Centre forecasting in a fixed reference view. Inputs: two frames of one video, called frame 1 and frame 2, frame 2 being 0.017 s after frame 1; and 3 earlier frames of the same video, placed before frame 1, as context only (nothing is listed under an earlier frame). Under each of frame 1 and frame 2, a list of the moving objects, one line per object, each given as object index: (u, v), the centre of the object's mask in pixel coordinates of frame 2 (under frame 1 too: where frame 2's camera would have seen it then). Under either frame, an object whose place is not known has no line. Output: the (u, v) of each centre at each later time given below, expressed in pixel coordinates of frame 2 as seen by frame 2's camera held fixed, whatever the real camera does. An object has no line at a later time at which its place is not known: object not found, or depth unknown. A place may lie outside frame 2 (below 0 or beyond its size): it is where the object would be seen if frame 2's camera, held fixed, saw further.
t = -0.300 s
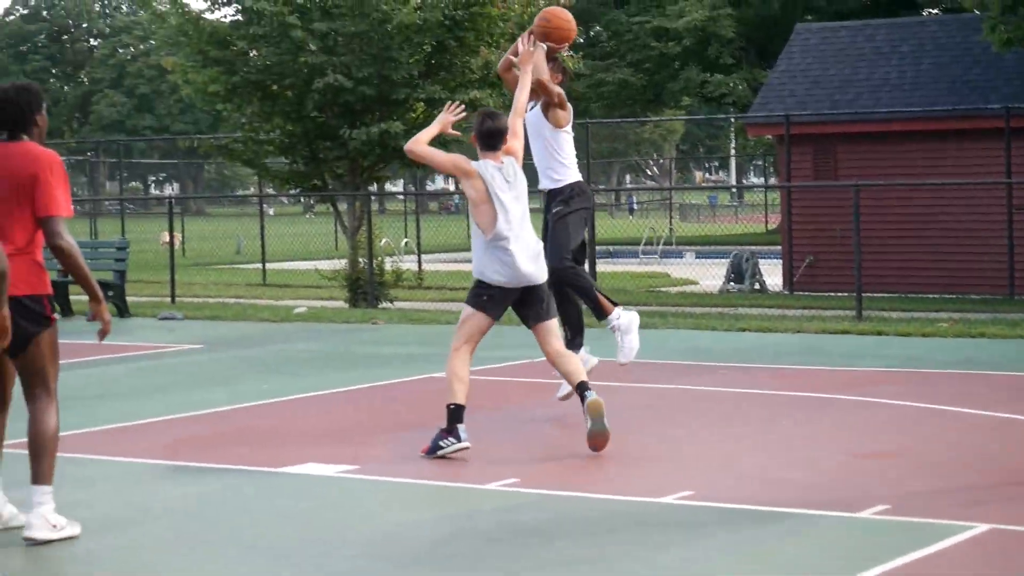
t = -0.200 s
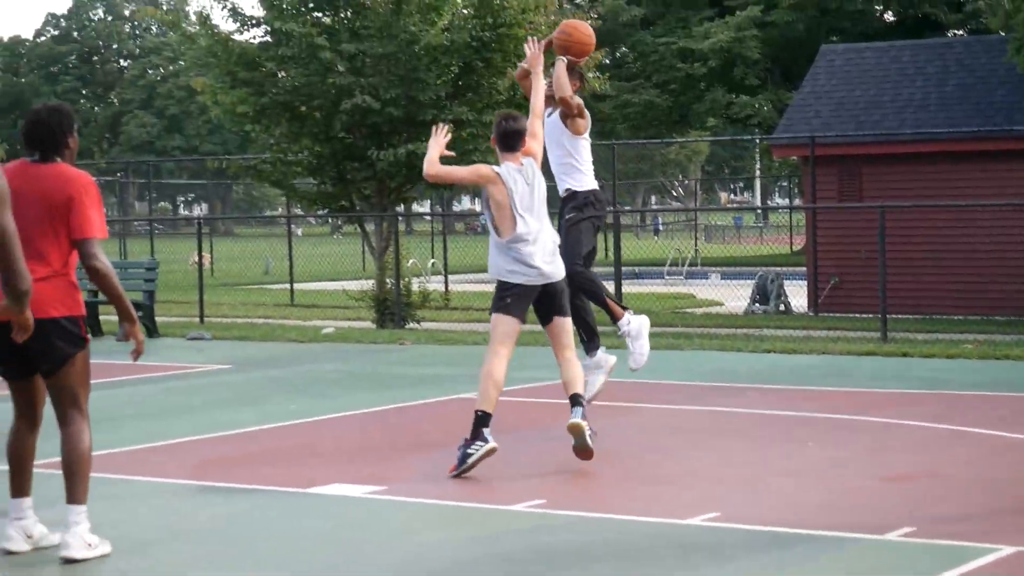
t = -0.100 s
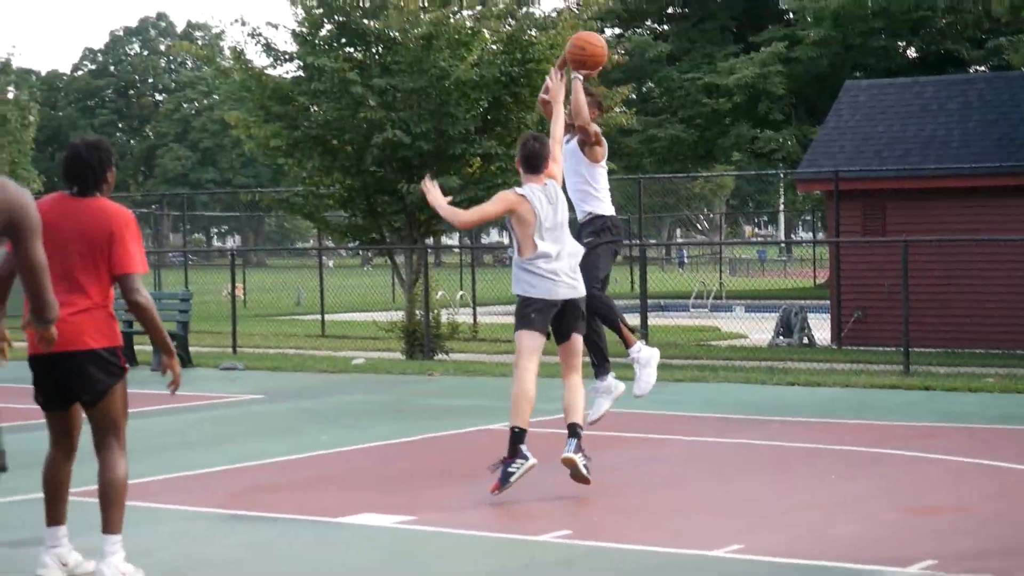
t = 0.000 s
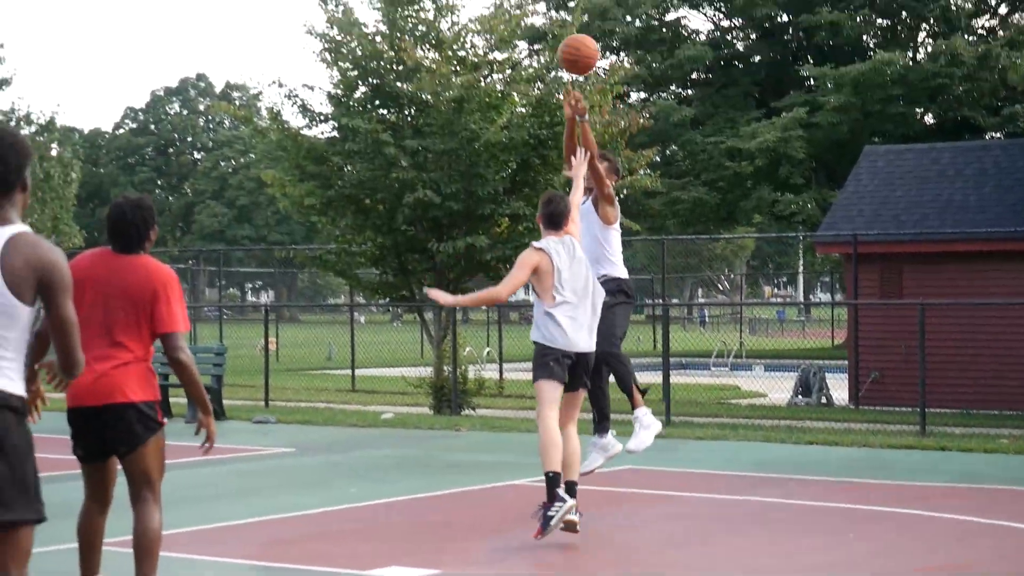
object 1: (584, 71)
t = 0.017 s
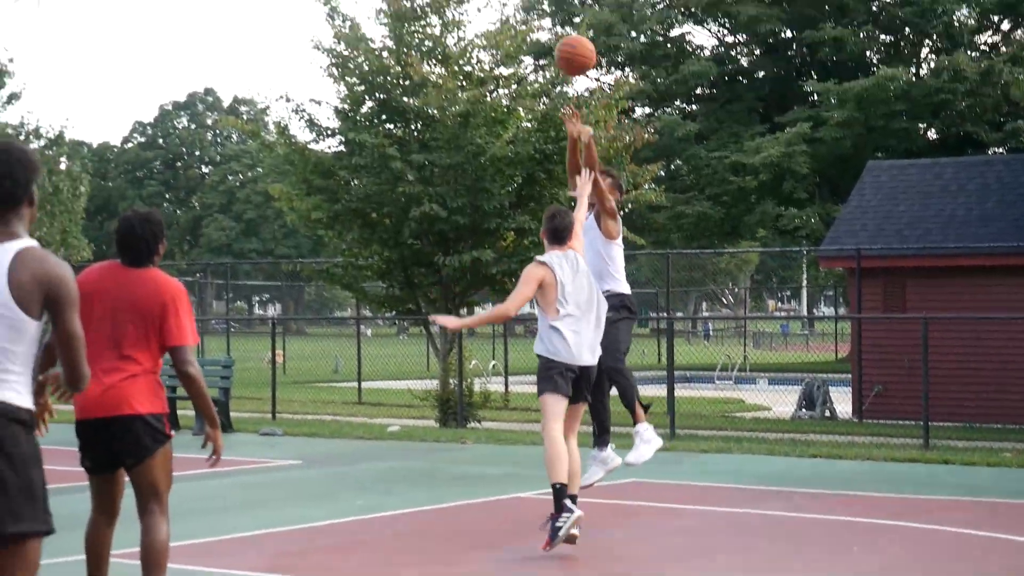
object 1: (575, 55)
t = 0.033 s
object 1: (566, 41)
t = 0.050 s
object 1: (556, 28)
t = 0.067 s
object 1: (546, 15)
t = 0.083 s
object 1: (538, 2)
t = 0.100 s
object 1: (528, -10)
